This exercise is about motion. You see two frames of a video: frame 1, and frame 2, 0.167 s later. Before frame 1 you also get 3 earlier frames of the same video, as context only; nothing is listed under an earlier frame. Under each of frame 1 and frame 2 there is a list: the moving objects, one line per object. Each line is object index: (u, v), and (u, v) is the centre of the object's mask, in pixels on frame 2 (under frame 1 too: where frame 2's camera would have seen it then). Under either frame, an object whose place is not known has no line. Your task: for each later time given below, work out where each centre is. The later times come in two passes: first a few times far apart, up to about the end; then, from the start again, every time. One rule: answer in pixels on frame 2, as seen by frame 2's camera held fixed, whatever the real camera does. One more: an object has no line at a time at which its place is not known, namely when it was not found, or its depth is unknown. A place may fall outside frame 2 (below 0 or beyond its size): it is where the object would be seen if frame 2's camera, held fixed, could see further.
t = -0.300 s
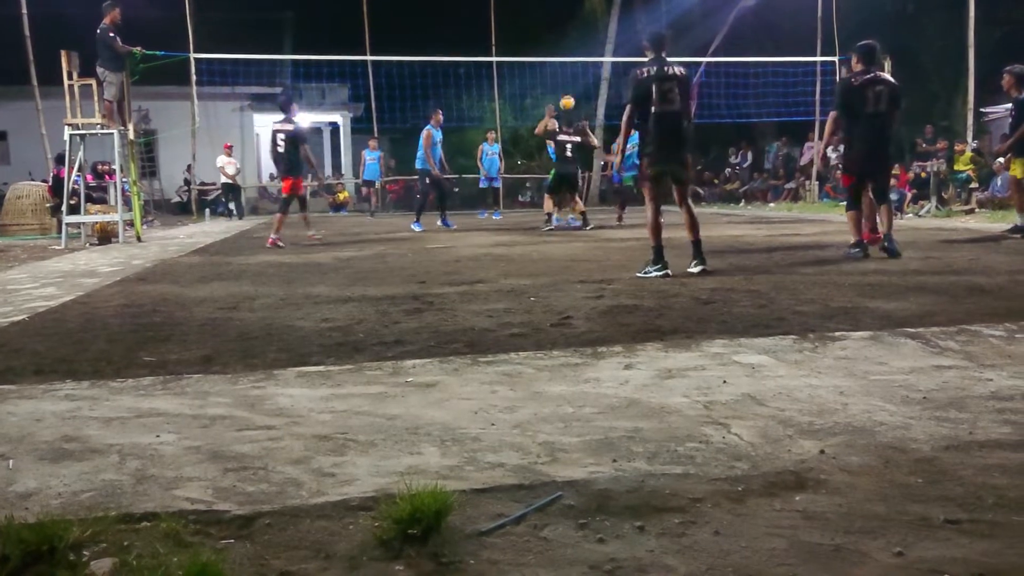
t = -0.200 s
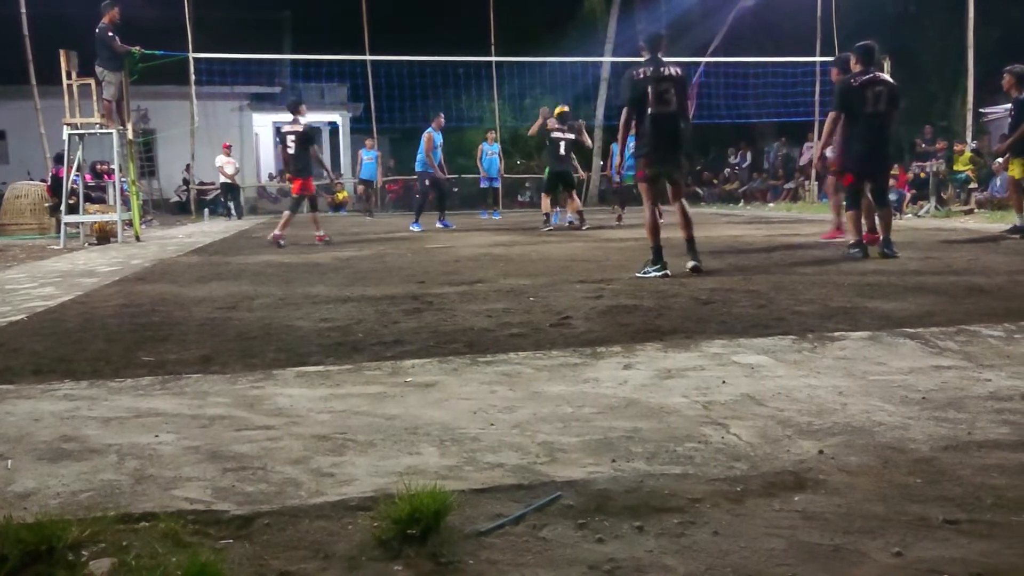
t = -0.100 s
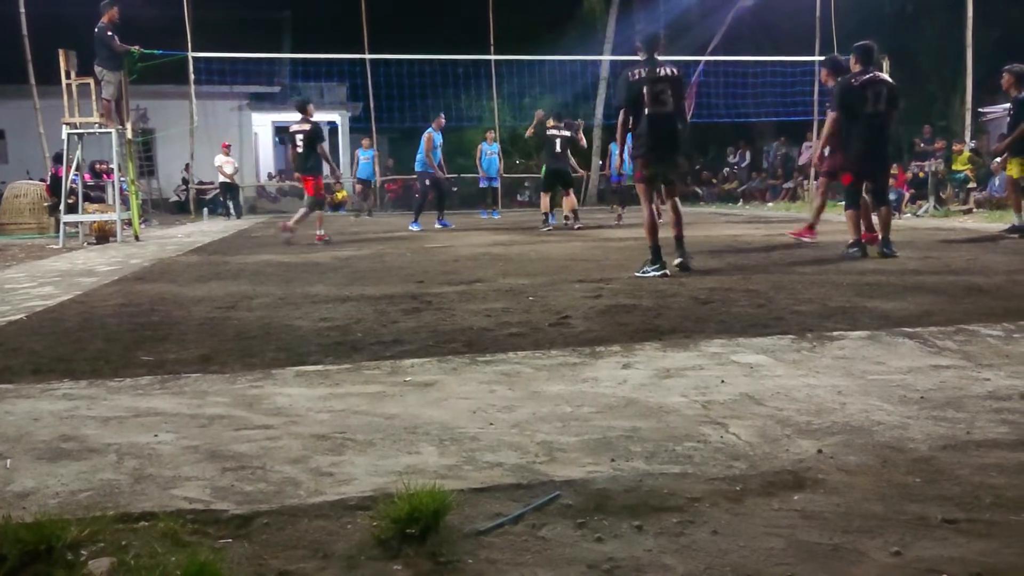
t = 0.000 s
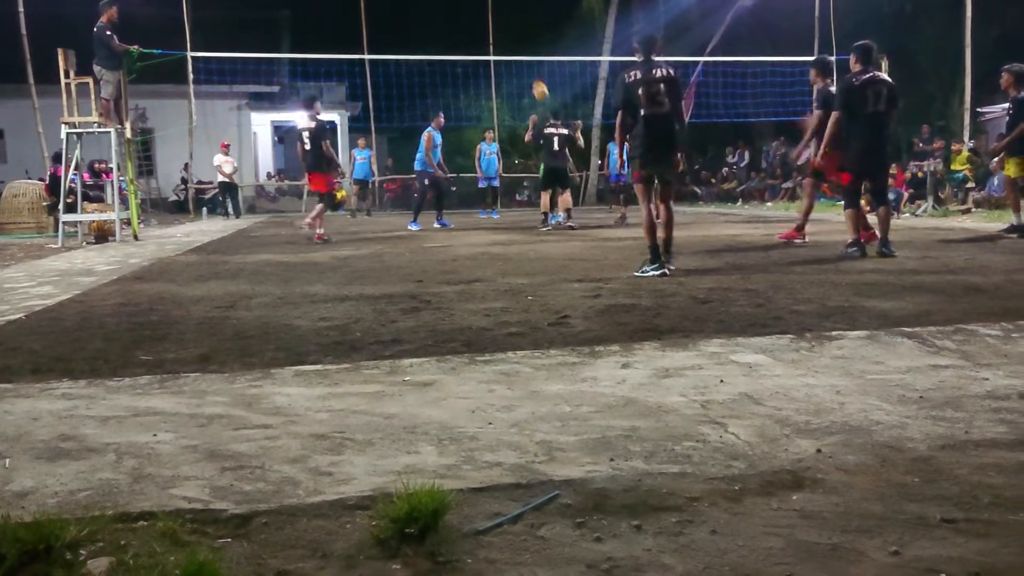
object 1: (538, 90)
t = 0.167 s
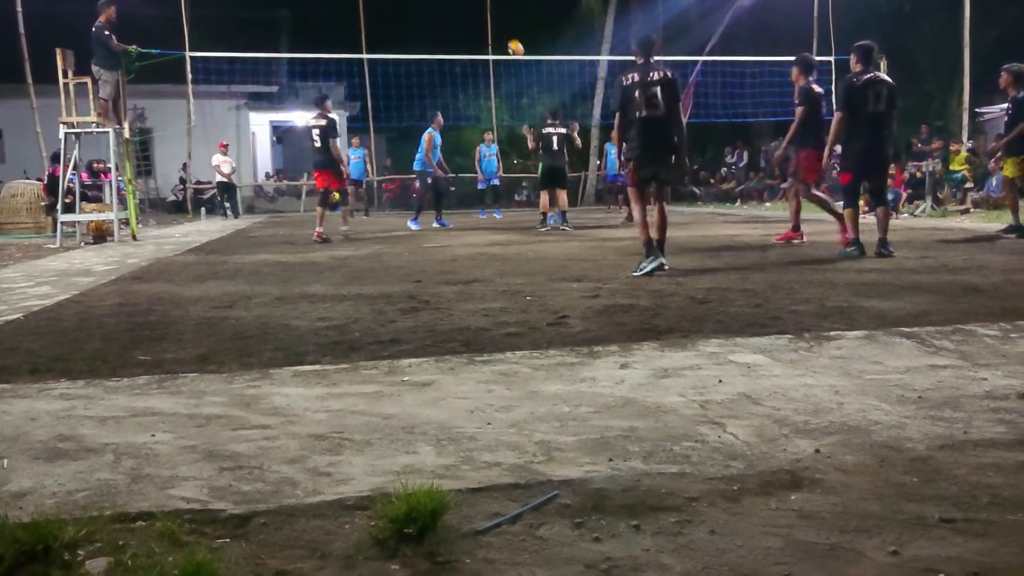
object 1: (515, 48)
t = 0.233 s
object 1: (506, 37)
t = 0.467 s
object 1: (476, 21)
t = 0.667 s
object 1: (452, 35)
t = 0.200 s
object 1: (510, 42)
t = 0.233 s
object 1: (506, 37)
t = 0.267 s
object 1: (502, 33)
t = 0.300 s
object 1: (497, 28)
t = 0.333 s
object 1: (493, 26)
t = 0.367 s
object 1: (488, 23)
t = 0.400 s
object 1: (484, 22)
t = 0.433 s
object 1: (480, 21)
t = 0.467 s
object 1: (476, 21)
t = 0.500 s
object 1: (472, 21)
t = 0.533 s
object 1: (468, 23)
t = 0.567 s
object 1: (464, 25)
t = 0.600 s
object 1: (460, 28)
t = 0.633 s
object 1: (456, 31)
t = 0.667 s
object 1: (452, 35)
